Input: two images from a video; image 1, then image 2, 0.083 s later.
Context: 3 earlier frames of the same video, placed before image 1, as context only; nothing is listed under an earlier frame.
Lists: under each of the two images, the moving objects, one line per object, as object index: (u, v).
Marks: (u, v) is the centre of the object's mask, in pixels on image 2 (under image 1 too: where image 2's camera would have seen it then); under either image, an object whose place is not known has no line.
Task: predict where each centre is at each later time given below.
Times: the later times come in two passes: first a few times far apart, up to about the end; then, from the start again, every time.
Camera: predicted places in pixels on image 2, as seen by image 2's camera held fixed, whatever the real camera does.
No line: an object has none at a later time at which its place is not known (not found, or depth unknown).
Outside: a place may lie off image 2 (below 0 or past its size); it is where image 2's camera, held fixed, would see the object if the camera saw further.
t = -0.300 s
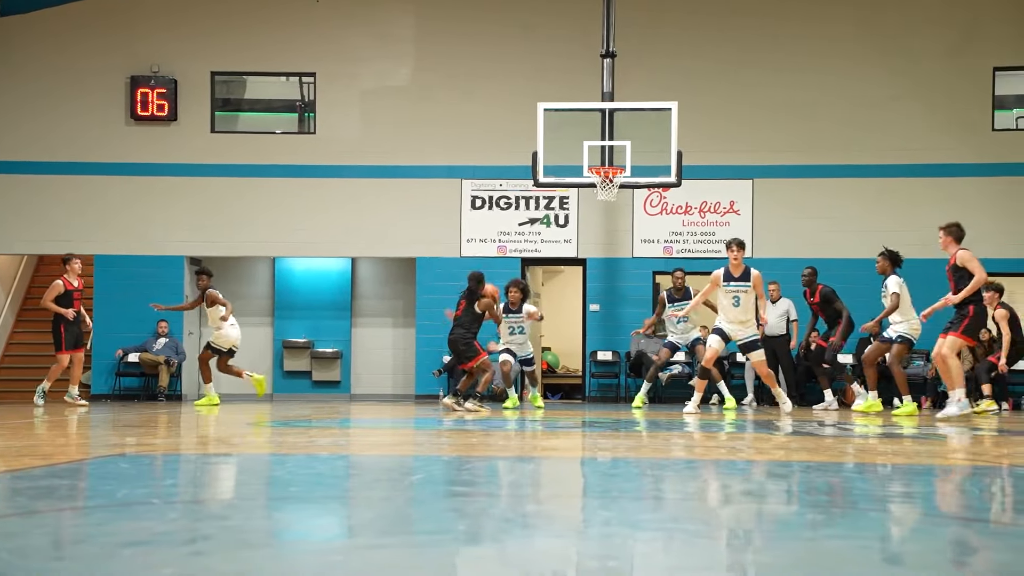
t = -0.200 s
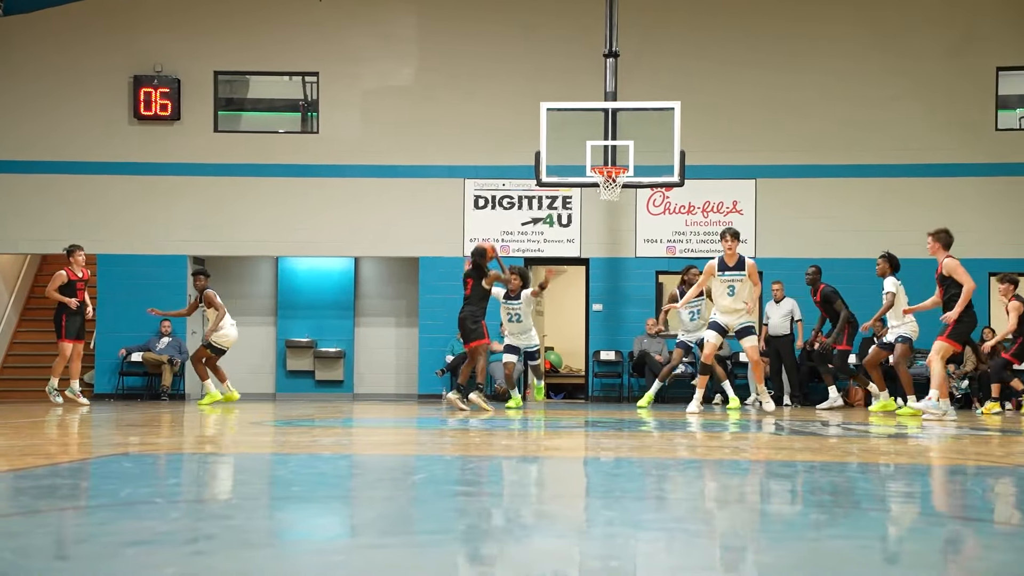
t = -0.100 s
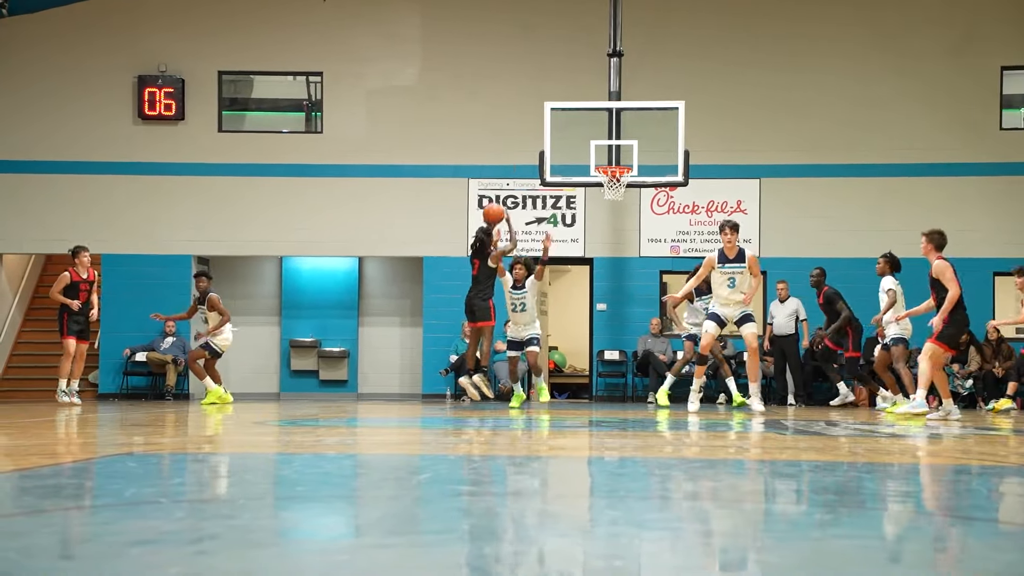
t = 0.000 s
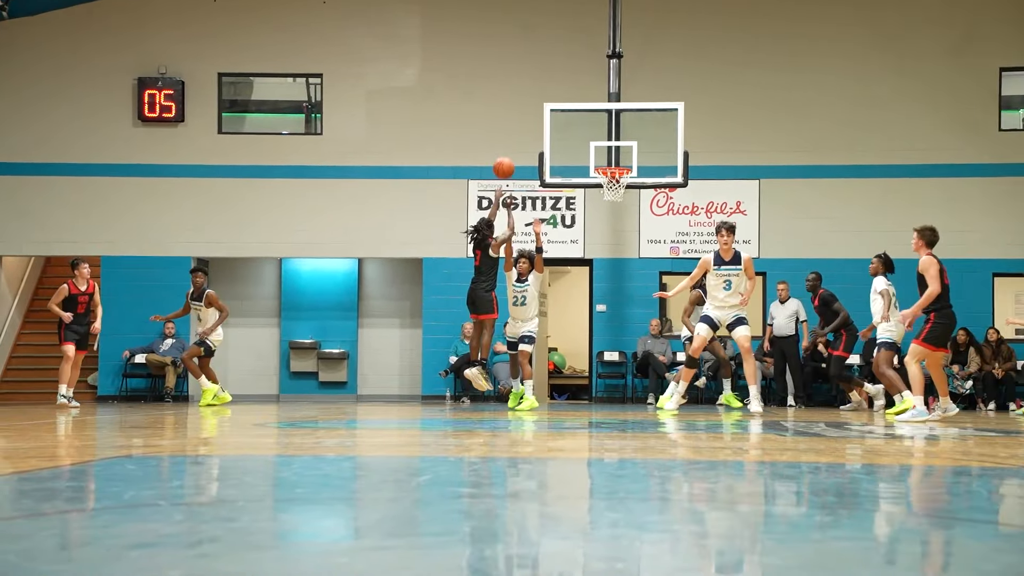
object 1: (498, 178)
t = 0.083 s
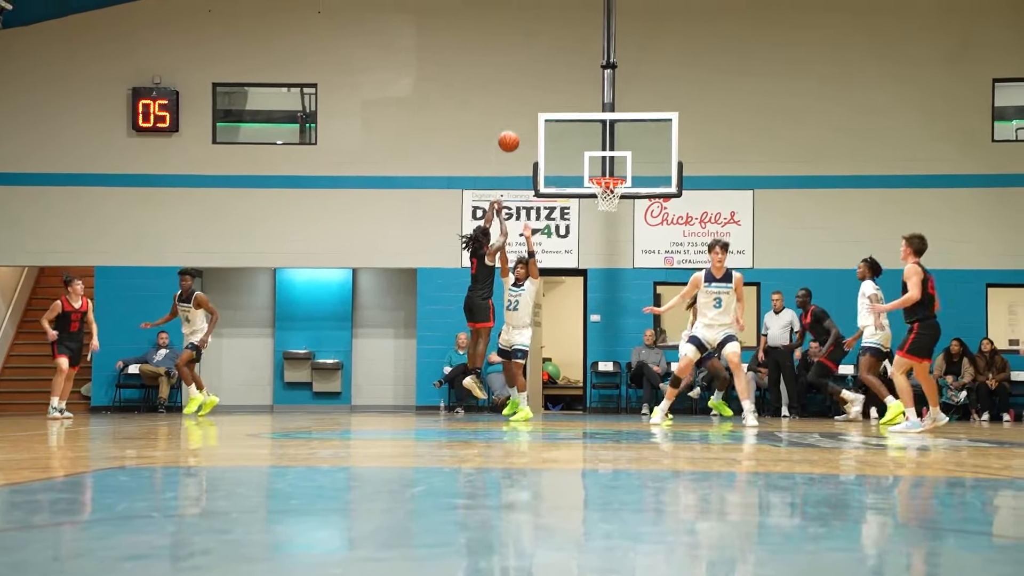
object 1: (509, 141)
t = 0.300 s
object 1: (534, 78)
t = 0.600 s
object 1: (566, 60)
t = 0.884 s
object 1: (593, 108)
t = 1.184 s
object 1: (614, 200)
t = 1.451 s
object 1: (613, 248)
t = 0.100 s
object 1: (511, 135)
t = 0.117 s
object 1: (513, 129)
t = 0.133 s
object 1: (515, 123)
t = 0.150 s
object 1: (517, 117)
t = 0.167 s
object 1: (519, 111)
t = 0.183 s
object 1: (521, 106)
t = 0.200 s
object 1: (523, 101)
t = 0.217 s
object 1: (525, 97)
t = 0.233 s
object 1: (527, 93)
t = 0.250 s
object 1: (528, 89)
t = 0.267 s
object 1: (530, 85)
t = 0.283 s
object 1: (532, 81)
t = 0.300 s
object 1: (534, 78)
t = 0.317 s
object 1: (536, 75)
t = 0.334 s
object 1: (538, 72)
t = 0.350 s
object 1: (540, 70)
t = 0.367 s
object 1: (542, 67)
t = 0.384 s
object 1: (544, 65)
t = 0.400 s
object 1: (545, 64)
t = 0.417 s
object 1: (547, 62)
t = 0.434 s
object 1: (549, 61)
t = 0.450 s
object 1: (550, 59)
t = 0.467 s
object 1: (552, 59)
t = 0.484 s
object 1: (554, 58)
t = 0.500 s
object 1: (556, 58)
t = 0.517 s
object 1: (558, 57)
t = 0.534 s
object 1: (559, 58)
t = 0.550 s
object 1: (561, 58)
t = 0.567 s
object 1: (563, 58)
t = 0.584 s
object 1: (564, 59)
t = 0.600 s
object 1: (566, 60)
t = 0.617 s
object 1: (568, 61)
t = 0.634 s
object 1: (569, 62)
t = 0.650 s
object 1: (571, 64)
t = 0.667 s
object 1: (572, 66)
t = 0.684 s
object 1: (574, 68)
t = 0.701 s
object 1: (576, 70)
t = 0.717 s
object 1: (577, 73)
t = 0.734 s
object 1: (579, 75)
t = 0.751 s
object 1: (580, 78)
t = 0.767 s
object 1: (582, 81)
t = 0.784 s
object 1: (583, 85)
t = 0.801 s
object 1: (585, 88)
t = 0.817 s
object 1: (587, 92)
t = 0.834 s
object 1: (588, 95)
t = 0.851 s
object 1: (590, 99)
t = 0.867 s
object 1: (591, 104)
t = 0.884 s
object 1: (593, 108)
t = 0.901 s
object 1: (594, 113)
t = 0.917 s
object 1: (596, 118)
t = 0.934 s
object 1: (597, 123)
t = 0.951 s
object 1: (598, 128)
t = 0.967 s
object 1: (600, 133)
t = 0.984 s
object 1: (601, 139)
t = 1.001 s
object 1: (603, 145)
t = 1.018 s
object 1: (604, 150)
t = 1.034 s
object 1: (605, 157)
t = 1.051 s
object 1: (607, 163)
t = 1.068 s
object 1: (608, 169)
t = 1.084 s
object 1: (608, 176)
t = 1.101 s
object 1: (610, 183)
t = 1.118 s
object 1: (610, 187)
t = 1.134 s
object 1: (611, 191)
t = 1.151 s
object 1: (614, 198)
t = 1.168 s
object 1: (614, 199)
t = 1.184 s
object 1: (614, 200)
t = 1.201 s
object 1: (614, 202)
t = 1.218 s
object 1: (614, 204)
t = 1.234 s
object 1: (614, 206)
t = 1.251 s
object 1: (614, 208)
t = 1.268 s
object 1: (614, 209)
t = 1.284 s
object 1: (613, 212)
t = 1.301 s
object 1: (613, 215)
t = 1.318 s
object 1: (613, 218)
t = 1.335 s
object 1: (613, 221)
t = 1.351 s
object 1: (613, 224)
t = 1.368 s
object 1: (613, 228)
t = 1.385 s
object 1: (613, 232)
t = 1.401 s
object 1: (613, 235)
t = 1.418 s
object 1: (613, 239)
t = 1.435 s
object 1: (613, 244)
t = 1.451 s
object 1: (613, 248)
